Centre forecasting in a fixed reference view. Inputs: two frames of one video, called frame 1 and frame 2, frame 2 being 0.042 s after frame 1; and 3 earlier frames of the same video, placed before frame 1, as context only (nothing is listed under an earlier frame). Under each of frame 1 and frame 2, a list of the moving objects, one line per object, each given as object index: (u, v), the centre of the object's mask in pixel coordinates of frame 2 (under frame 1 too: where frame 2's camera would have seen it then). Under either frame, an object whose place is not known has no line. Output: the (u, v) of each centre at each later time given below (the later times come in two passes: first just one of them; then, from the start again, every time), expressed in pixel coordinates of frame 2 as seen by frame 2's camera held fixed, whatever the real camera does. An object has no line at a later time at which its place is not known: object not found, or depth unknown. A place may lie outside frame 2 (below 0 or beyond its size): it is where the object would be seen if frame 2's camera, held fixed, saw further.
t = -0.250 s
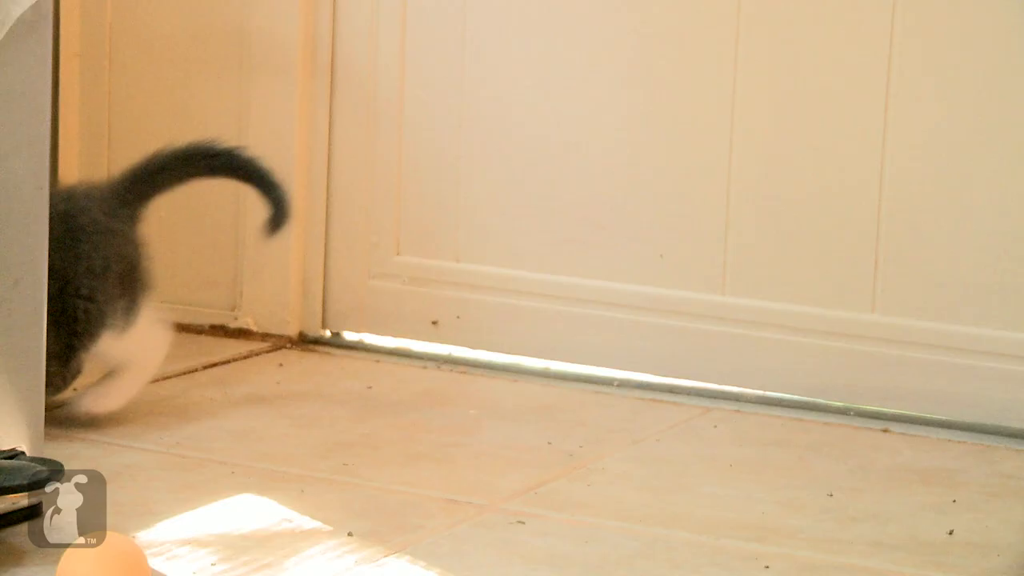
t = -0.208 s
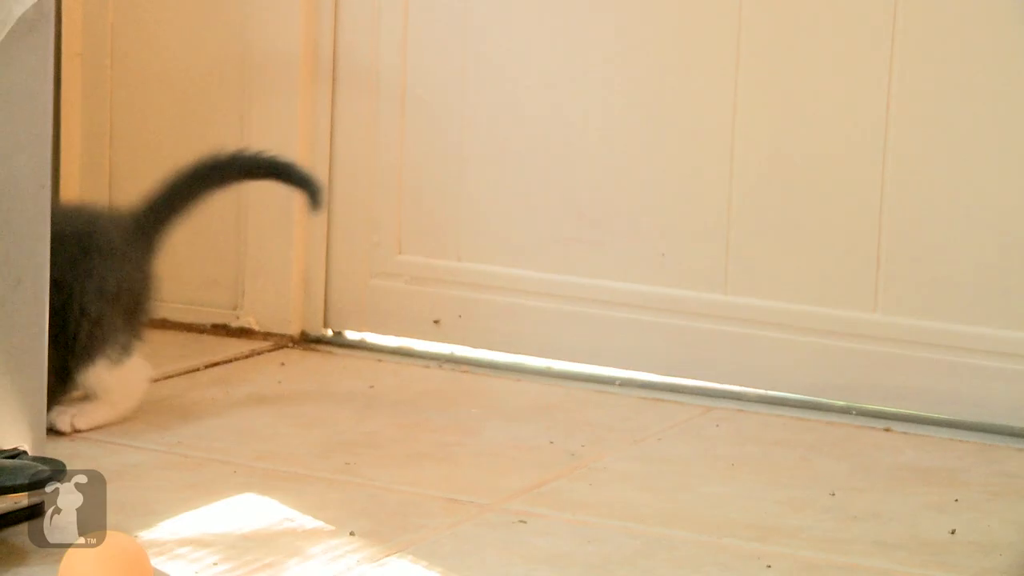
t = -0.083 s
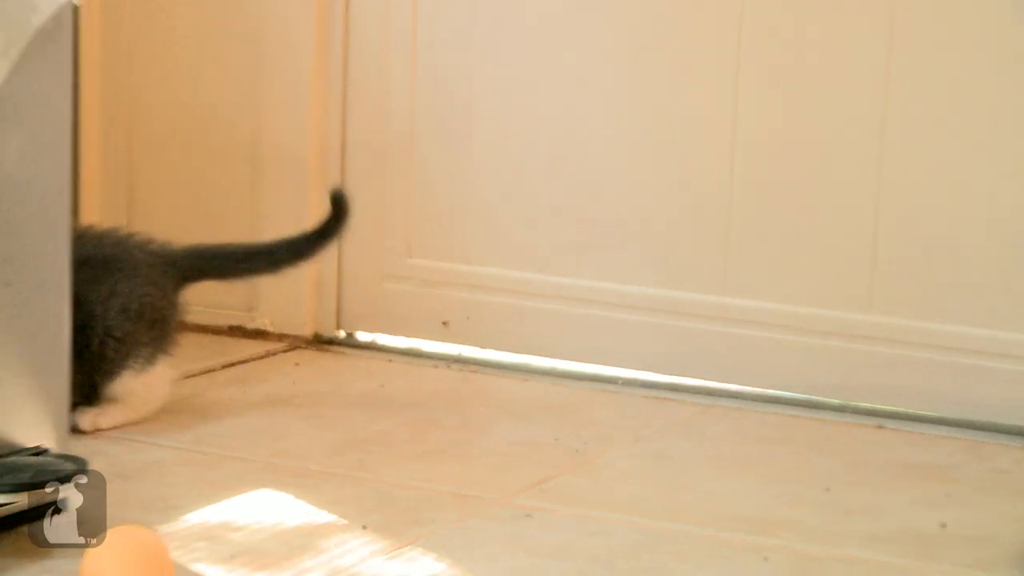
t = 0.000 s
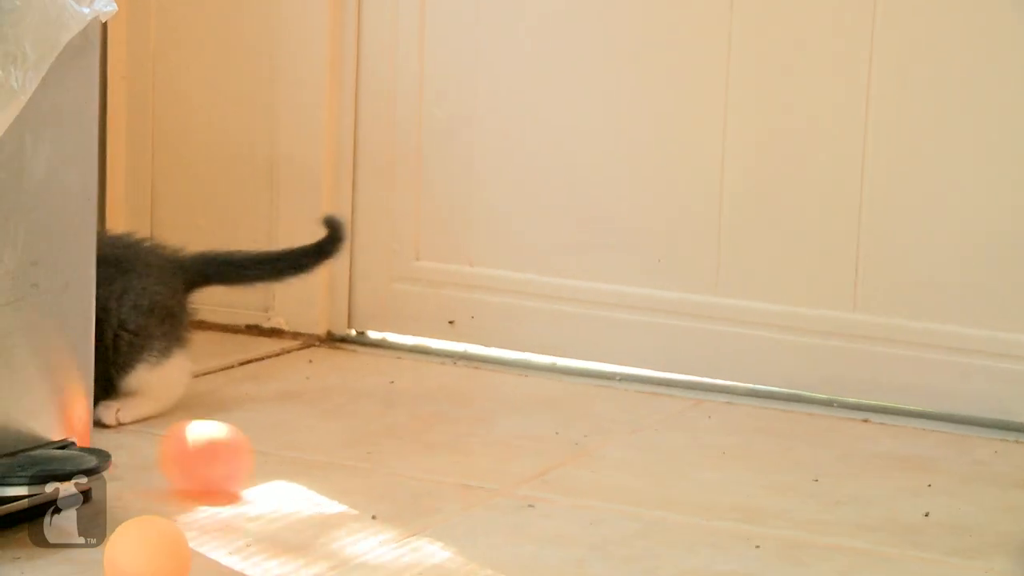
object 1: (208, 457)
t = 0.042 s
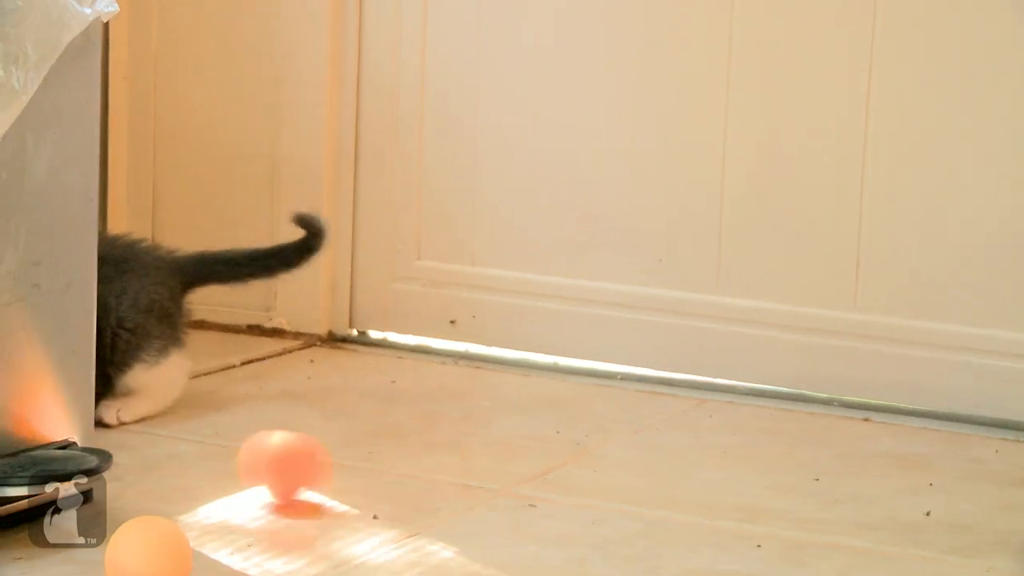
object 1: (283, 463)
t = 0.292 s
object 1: (643, 509)
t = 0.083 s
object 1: (359, 478)
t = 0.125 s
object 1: (419, 461)
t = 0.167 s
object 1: (482, 471)
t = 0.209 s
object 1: (543, 493)
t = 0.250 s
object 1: (593, 485)
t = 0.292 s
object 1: (643, 509)
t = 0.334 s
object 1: (695, 505)
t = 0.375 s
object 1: (747, 521)
